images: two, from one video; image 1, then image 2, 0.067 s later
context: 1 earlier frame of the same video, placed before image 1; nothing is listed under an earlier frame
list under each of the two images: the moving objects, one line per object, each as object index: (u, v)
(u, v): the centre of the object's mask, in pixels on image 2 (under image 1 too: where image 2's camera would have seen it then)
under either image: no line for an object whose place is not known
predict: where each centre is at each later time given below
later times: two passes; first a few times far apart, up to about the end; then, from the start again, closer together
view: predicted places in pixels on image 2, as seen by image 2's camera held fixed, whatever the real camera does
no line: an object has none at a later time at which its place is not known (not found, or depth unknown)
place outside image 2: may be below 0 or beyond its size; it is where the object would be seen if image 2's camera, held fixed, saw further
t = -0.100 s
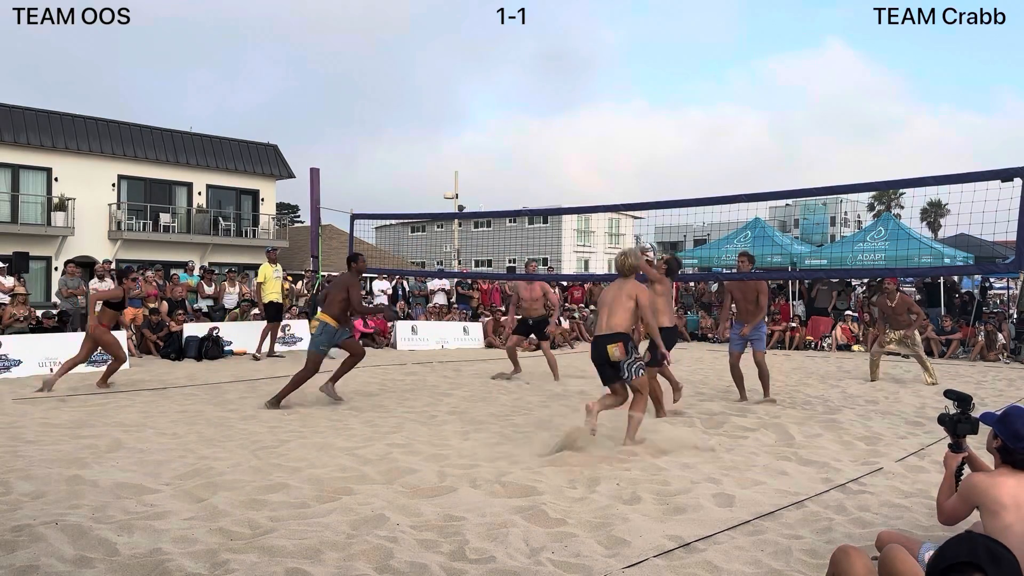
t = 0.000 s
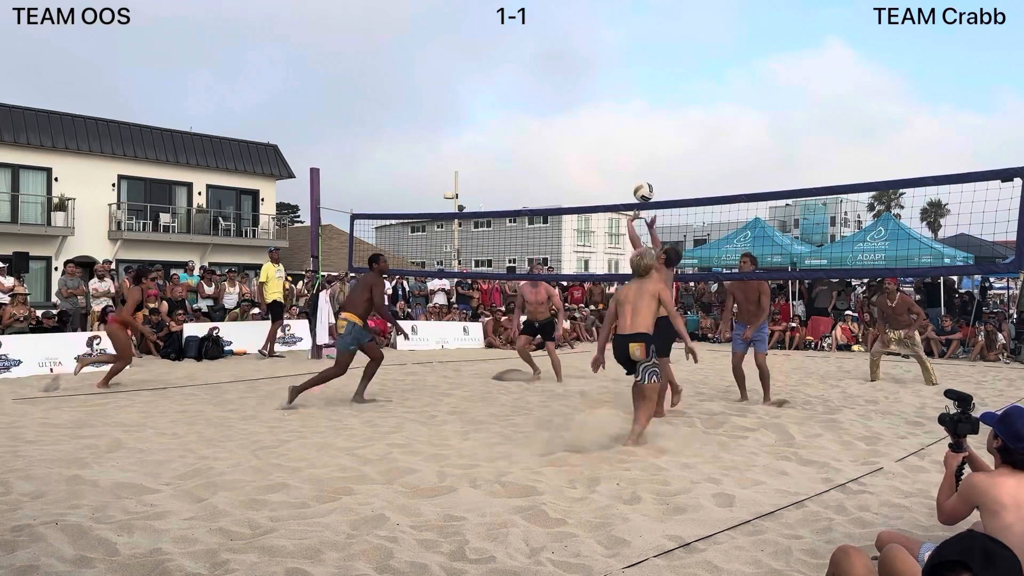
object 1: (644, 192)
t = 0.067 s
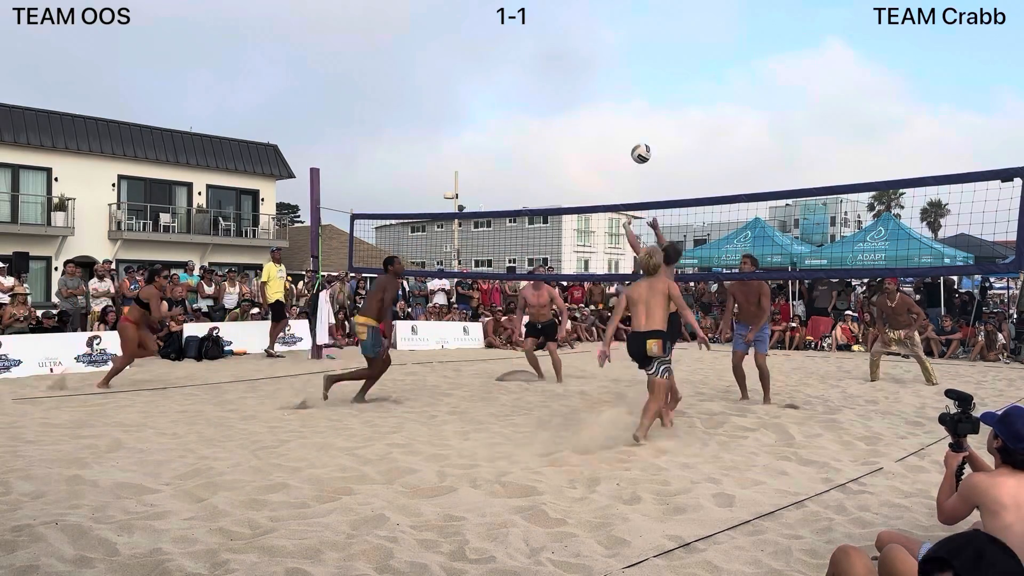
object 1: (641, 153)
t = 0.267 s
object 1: (632, 64)
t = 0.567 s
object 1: (617, 7)
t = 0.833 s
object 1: (600, 21)
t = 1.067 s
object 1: (585, 81)
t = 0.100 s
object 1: (640, 136)
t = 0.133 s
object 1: (638, 119)
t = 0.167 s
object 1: (637, 104)
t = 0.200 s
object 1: (635, 89)
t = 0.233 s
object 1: (633, 76)
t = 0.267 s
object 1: (632, 64)
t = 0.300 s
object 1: (631, 53)
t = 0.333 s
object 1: (629, 44)
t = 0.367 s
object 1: (627, 35)
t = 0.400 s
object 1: (626, 27)
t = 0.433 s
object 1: (624, 21)
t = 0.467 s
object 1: (622, 15)
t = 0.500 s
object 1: (620, 10)
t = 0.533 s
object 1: (619, 8)
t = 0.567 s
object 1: (617, 7)
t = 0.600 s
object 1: (615, 6)
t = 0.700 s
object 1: (609, 7)
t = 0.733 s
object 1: (607, 8)
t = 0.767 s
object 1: (605, 11)
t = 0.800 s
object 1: (603, 16)
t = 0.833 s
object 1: (600, 21)
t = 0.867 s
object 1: (598, 27)
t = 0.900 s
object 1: (596, 34)
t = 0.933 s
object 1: (594, 42)
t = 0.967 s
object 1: (592, 50)
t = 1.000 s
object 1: (589, 60)
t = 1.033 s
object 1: (587, 70)
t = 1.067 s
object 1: (585, 81)
